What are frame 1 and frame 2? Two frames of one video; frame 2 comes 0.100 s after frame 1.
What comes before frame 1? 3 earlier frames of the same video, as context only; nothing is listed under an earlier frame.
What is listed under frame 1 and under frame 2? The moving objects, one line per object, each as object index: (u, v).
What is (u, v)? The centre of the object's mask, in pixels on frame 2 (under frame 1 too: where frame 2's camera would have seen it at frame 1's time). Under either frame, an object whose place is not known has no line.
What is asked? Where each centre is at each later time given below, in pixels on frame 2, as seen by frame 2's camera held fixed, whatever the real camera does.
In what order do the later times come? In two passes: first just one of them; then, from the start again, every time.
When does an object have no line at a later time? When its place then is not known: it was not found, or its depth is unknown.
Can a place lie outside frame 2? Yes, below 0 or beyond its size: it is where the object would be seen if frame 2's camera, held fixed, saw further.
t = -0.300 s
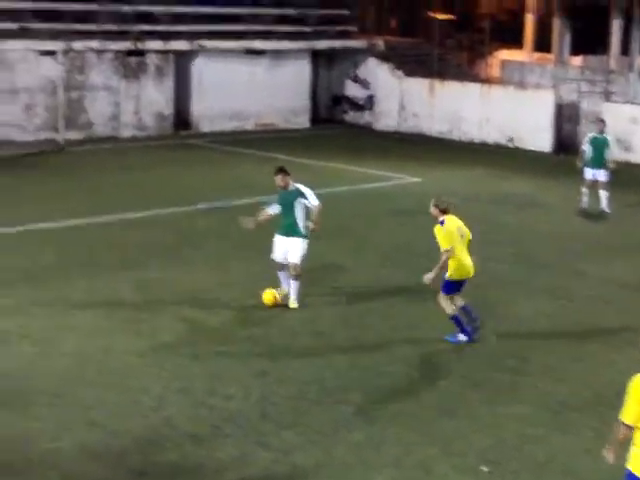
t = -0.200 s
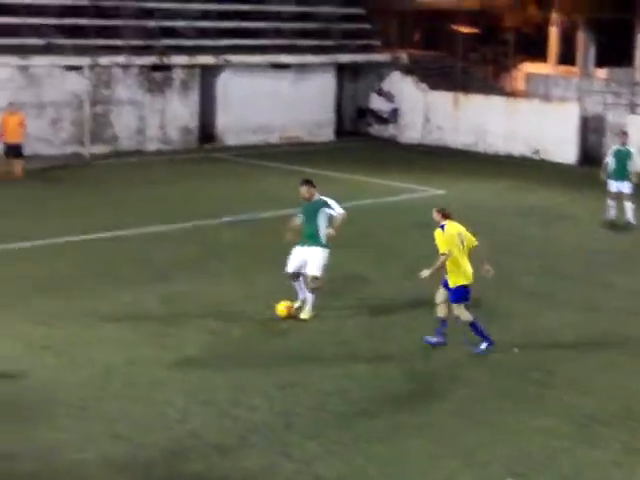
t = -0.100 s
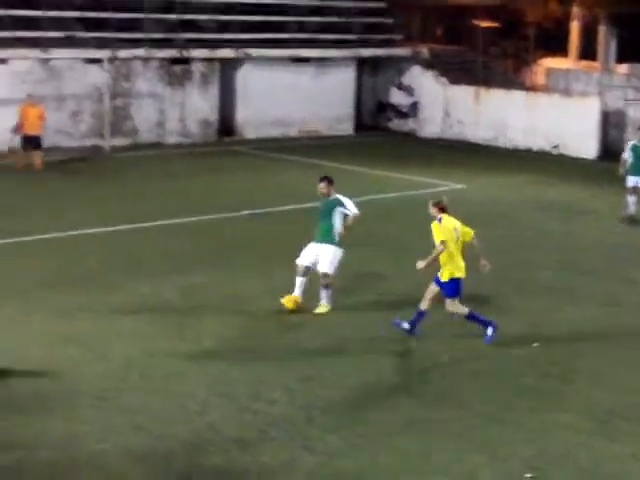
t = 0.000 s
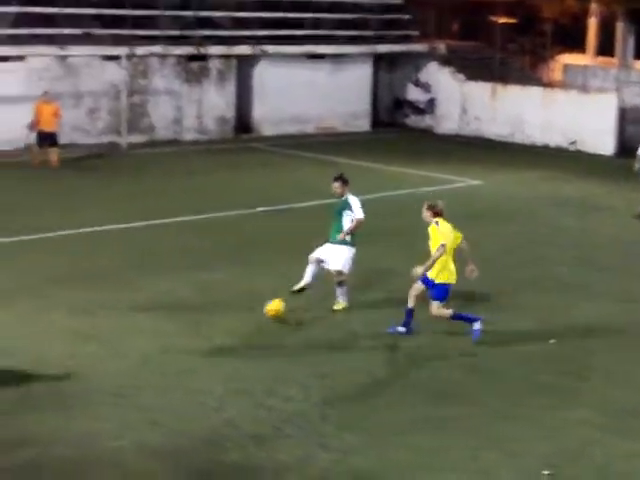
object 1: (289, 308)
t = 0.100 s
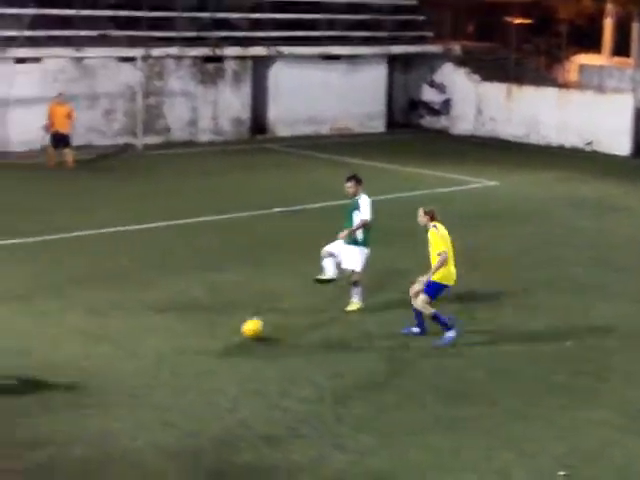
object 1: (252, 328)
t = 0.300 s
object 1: (177, 362)
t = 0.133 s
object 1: (239, 336)
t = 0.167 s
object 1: (227, 341)
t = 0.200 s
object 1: (215, 343)
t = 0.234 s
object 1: (203, 347)
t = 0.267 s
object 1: (190, 354)
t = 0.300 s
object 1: (177, 362)
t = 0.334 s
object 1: (164, 369)
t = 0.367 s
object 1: (152, 373)
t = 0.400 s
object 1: (138, 377)
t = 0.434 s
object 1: (125, 383)
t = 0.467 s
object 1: (112, 389)
